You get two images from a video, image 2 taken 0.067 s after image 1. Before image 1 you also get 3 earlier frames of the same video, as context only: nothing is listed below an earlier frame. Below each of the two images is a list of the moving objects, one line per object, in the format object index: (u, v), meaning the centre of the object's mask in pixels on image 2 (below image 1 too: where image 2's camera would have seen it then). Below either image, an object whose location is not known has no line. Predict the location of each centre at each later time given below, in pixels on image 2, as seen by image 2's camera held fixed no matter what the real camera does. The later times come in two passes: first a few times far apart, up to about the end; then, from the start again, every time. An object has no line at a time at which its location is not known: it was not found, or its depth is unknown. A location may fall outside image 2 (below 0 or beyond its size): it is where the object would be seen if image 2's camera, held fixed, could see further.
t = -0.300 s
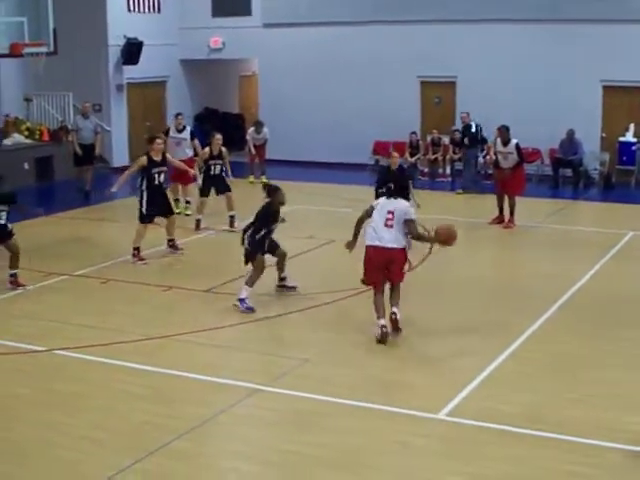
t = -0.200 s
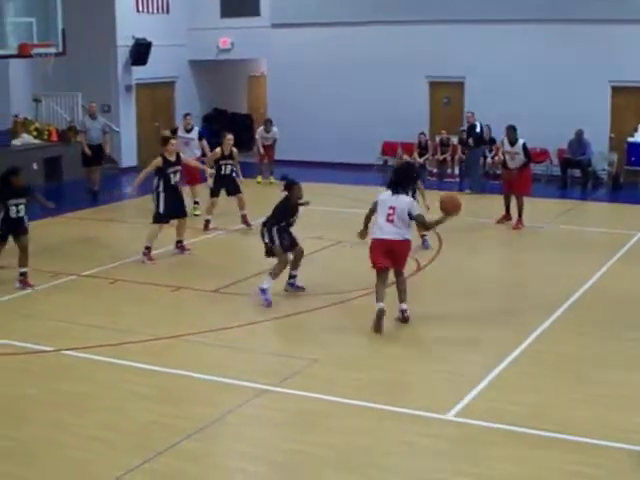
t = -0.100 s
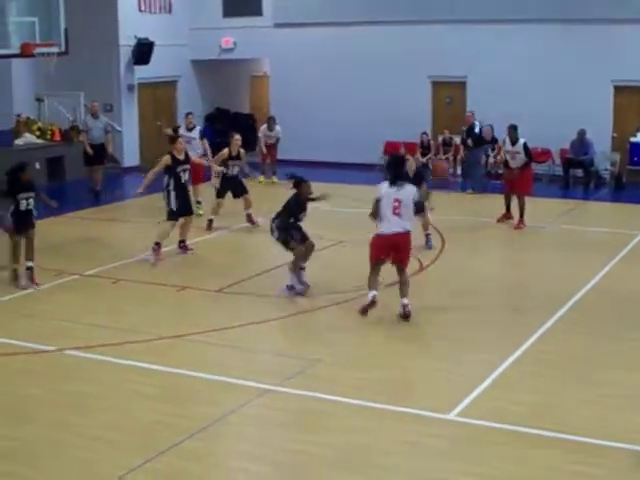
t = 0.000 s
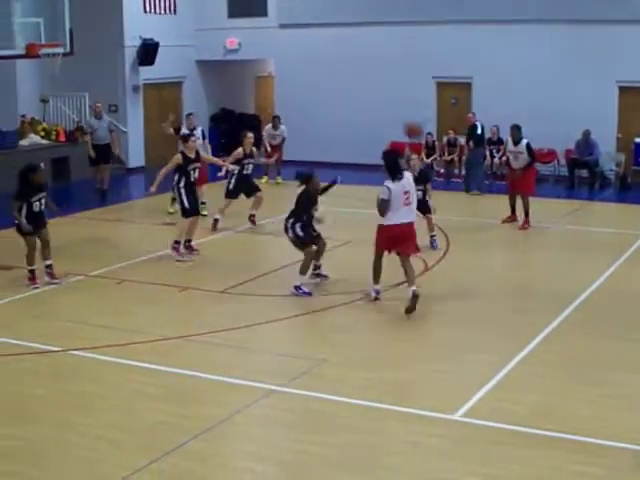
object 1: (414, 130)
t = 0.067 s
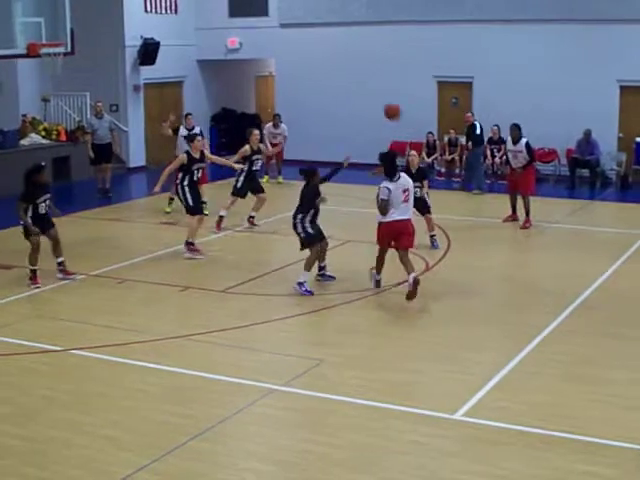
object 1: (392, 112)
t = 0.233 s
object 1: (348, 85)
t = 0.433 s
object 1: (312, 80)
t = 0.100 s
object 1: (382, 104)
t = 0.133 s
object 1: (372, 98)
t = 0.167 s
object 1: (364, 93)
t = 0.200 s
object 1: (356, 89)
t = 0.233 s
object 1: (348, 85)
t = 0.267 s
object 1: (341, 83)
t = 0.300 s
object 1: (335, 81)
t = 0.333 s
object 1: (329, 79)
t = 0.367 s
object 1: (323, 79)
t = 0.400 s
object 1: (317, 79)
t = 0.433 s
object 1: (312, 80)
